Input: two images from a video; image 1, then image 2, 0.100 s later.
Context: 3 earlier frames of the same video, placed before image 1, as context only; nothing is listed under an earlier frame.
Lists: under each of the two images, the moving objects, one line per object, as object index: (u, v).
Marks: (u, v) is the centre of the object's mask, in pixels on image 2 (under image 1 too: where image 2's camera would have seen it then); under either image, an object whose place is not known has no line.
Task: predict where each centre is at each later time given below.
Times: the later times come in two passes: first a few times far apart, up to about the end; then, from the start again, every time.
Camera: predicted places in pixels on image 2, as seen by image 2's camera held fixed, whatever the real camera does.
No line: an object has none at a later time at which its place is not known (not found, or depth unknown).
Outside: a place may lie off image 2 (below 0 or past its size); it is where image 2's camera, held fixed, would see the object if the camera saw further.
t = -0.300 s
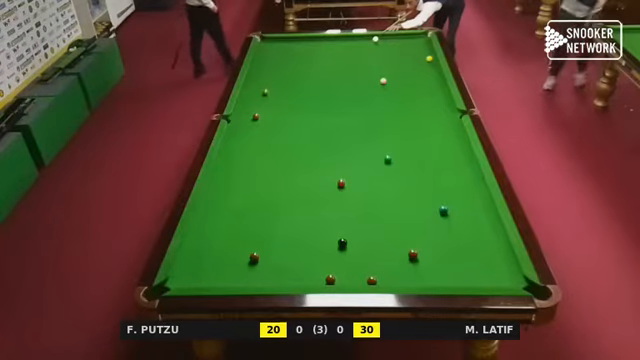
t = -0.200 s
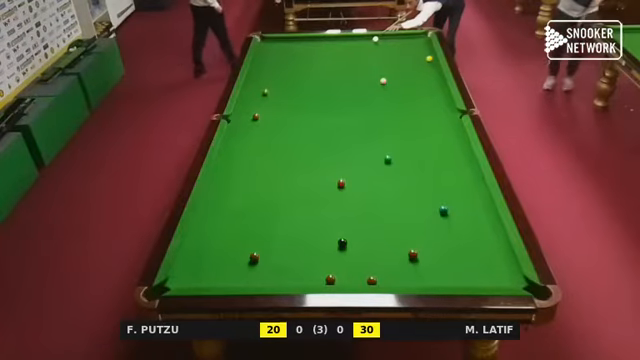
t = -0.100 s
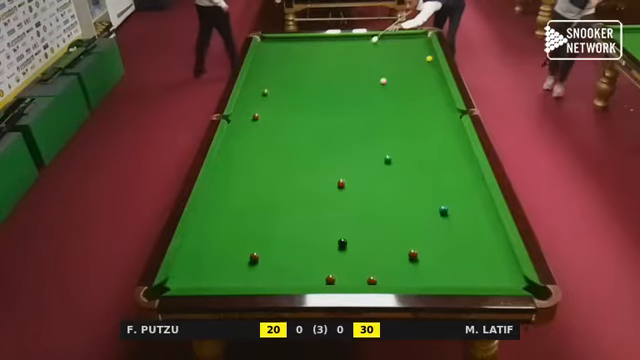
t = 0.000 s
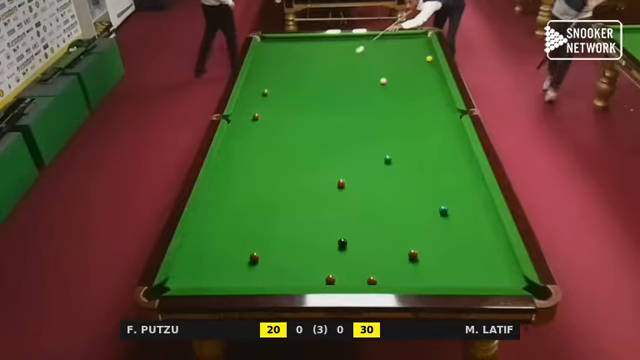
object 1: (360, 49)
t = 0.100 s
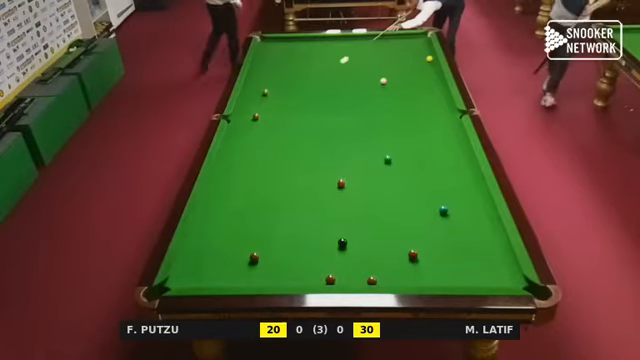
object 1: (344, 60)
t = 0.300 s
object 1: (308, 84)
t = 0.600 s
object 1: (263, 125)
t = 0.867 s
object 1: (251, 167)
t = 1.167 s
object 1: (229, 230)
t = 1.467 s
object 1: (221, 256)
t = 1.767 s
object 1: (240, 205)
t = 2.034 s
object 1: (253, 170)
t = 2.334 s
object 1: (265, 138)
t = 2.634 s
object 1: (274, 112)
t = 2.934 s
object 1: (282, 91)
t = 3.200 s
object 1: (288, 74)
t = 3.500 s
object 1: (294, 58)
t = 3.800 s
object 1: (299, 44)
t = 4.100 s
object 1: (302, 41)
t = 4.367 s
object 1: (302, 49)
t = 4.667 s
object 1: (302, 58)
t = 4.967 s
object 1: (302, 67)
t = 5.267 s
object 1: (302, 76)
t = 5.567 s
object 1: (302, 86)
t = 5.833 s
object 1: (302, 94)
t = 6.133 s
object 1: (302, 104)
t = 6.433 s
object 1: (302, 115)
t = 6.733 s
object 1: (302, 124)
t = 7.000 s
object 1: (302, 134)
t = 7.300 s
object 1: (302, 144)
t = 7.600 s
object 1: (302, 154)
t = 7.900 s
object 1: (302, 164)
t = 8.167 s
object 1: (303, 173)
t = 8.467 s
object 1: (303, 182)
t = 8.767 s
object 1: (303, 190)
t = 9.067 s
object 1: (304, 198)
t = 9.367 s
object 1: (304, 206)
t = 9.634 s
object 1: (304, 212)
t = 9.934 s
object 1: (305, 218)
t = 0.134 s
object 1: (339, 63)
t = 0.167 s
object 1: (333, 67)
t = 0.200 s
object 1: (327, 71)
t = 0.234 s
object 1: (321, 75)
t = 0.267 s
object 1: (315, 80)
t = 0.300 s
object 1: (308, 84)
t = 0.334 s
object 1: (302, 88)
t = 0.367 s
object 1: (296, 92)
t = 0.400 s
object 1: (289, 97)
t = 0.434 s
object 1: (282, 102)
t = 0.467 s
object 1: (275, 106)
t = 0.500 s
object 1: (267, 112)
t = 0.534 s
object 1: (263, 116)
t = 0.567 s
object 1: (263, 121)
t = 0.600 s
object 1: (263, 125)
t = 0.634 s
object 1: (262, 130)
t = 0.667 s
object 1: (261, 135)
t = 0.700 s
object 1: (260, 139)
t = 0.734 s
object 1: (258, 145)
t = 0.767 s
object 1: (257, 150)
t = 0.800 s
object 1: (255, 156)
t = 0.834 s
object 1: (253, 161)
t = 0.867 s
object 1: (251, 167)
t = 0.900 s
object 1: (249, 173)
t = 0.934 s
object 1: (246, 179)
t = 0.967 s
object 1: (244, 186)
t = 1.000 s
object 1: (242, 192)
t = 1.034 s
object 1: (239, 199)
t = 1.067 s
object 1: (237, 206)
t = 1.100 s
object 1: (234, 214)
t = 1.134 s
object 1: (232, 222)
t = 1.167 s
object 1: (229, 230)
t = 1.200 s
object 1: (226, 238)
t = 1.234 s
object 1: (223, 247)
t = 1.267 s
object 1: (220, 256)
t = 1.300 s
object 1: (217, 265)
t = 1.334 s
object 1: (214, 275)
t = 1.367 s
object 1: (212, 280)
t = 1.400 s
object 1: (215, 272)
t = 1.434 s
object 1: (218, 264)
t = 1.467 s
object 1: (221, 256)
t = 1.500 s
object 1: (224, 249)
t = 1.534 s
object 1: (226, 242)
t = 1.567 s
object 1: (228, 236)
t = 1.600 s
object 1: (231, 231)
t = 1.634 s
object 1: (233, 225)
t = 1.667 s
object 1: (235, 220)
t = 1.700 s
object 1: (236, 215)
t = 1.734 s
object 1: (238, 209)
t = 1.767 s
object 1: (240, 205)
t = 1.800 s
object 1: (242, 200)
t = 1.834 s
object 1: (243, 196)
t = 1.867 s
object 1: (245, 191)
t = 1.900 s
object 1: (247, 187)
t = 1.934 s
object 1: (248, 182)
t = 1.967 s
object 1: (250, 178)
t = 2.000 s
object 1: (251, 174)
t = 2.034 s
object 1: (253, 170)
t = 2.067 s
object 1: (254, 166)
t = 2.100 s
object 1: (256, 163)
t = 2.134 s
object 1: (257, 159)
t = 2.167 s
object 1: (259, 155)
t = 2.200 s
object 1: (260, 152)
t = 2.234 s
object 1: (261, 148)
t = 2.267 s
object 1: (262, 145)
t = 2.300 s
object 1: (263, 142)
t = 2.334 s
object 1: (265, 138)
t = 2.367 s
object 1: (266, 135)
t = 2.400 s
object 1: (267, 132)
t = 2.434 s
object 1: (268, 129)
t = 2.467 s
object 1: (269, 126)
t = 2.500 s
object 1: (270, 123)
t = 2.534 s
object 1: (271, 120)
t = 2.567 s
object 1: (272, 118)
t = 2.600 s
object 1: (273, 115)
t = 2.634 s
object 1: (274, 112)
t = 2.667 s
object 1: (275, 110)
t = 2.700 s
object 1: (276, 107)
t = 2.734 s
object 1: (277, 105)
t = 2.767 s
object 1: (278, 102)
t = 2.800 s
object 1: (279, 100)
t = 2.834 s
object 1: (280, 97)
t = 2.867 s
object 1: (281, 95)
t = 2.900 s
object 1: (281, 93)
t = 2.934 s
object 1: (282, 91)
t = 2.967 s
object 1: (283, 88)
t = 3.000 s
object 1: (284, 86)
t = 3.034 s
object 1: (285, 84)
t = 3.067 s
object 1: (285, 82)
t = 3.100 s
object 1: (286, 80)
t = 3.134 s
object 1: (287, 78)
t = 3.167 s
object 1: (287, 76)
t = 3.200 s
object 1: (288, 74)
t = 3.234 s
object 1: (289, 72)
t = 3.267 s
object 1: (289, 70)
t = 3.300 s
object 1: (290, 68)
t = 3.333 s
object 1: (291, 66)
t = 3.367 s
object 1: (292, 65)
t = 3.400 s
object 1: (292, 63)
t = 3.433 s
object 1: (293, 62)
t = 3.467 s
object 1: (294, 60)
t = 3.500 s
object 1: (294, 58)
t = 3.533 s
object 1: (295, 56)
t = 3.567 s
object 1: (295, 55)
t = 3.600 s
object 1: (296, 53)
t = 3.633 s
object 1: (296, 52)
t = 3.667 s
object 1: (297, 50)
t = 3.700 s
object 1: (297, 49)
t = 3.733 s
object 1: (298, 47)
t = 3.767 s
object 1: (298, 46)
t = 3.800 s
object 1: (299, 44)
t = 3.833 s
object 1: (299, 43)
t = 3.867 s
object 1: (300, 42)
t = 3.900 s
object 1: (301, 40)
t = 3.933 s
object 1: (301, 39)
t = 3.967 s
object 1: (301, 38)
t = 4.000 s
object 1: (301, 38)
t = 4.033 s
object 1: (302, 39)
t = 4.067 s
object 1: (301, 40)
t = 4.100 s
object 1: (302, 41)
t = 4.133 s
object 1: (301, 42)
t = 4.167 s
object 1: (301, 43)
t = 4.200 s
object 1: (302, 44)
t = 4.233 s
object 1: (302, 45)
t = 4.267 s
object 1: (302, 46)
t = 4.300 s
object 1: (301, 47)
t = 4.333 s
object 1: (302, 48)
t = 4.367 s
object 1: (302, 49)
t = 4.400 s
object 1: (302, 50)
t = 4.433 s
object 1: (302, 51)
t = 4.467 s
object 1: (302, 52)
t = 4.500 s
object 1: (302, 53)
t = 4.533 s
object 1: (302, 53)
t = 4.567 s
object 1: (302, 54)
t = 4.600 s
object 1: (302, 56)
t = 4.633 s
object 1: (302, 57)
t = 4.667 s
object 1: (302, 58)
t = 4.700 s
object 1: (302, 59)
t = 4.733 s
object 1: (302, 60)
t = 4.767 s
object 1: (302, 61)
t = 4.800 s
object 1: (302, 62)
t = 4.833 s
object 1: (302, 63)
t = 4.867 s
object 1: (302, 64)
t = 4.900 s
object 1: (302, 65)
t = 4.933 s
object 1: (302, 66)
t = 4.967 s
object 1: (302, 67)
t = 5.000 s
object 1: (302, 68)
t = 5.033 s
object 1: (302, 69)
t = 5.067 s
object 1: (302, 70)
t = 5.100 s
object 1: (302, 71)
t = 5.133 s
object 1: (302, 72)
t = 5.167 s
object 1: (302, 73)
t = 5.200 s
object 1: (302, 74)
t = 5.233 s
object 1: (302, 75)
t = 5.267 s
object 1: (302, 76)
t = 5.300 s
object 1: (302, 77)
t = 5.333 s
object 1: (302, 78)
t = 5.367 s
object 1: (302, 80)
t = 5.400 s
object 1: (302, 81)
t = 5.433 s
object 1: (302, 81)
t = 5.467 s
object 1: (302, 83)
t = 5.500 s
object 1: (302, 84)
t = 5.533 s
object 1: (302, 85)
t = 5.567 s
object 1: (302, 86)
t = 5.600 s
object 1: (302, 87)
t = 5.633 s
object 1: (302, 88)
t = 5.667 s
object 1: (302, 89)
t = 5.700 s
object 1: (302, 90)
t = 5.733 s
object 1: (302, 91)
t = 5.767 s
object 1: (302, 92)
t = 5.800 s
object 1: (302, 93)
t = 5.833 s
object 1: (302, 94)
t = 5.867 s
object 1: (302, 95)
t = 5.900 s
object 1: (302, 97)
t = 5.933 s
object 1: (302, 98)
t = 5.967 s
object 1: (302, 99)
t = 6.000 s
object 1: (302, 100)
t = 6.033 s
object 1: (302, 101)
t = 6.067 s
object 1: (302, 102)
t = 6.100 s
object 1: (302, 103)
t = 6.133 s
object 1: (302, 104)
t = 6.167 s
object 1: (302, 105)
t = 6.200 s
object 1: (302, 106)
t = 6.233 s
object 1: (302, 108)
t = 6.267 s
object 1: (302, 109)
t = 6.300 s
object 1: (302, 110)
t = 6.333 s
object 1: (302, 111)
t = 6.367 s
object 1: (302, 112)
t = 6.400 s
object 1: (302, 113)
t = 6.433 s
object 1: (302, 115)
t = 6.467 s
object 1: (302, 116)
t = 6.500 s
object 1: (302, 117)
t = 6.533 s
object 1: (302, 118)
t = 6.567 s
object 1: (302, 119)
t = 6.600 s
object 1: (302, 120)
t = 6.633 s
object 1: (302, 121)
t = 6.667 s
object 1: (302, 122)
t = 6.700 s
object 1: (302, 123)
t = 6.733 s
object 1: (302, 124)
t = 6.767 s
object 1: (302, 126)
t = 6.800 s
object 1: (302, 127)
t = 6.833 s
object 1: (302, 128)
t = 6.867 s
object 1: (302, 129)
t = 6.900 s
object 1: (302, 130)
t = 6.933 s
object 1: (302, 131)
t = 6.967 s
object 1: (302, 132)
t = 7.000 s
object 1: (302, 134)
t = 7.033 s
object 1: (302, 135)
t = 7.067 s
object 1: (302, 136)
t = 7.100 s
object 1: (302, 137)
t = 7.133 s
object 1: (302, 138)
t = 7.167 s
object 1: (302, 140)
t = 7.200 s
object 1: (302, 141)
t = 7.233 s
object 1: (302, 142)
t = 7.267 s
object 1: (302, 143)
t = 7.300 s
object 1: (302, 144)
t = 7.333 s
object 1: (302, 145)
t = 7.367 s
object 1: (302, 146)
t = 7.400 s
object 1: (302, 147)
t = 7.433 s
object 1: (302, 148)
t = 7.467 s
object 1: (302, 150)
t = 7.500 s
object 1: (302, 151)
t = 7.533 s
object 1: (303, 152)
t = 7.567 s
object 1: (302, 153)
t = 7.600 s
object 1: (302, 154)
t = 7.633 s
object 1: (302, 155)
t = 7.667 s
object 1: (302, 156)
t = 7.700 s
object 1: (302, 157)
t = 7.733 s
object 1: (302, 158)
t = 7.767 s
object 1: (302, 159)
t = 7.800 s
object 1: (302, 161)
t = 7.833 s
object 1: (302, 162)
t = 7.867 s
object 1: (302, 163)
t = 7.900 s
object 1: (302, 164)
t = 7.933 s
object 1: (302, 165)
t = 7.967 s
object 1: (302, 166)
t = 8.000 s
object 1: (303, 167)
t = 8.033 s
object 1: (303, 168)
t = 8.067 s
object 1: (303, 169)
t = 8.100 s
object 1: (303, 170)
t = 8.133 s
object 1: (303, 171)
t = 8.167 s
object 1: (303, 173)
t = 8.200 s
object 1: (303, 173)
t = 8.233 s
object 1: (303, 175)
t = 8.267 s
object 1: (303, 176)
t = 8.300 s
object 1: (303, 177)
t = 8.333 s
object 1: (303, 178)
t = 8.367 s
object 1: (303, 179)
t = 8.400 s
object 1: (303, 180)
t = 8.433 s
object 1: (303, 181)
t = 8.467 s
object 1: (303, 182)
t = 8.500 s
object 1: (303, 183)
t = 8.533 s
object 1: (303, 184)
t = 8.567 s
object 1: (303, 184)
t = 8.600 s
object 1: (303, 186)
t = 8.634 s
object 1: (303, 187)
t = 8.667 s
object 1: (303, 187)
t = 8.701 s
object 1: (303, 188)
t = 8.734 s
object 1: (303, 190)
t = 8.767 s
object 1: (303, 190)
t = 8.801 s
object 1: (303, 191)
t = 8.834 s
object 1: (303, 192)
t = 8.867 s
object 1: (304, 193)
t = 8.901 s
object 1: (304, 194)
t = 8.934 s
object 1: (304, 195)
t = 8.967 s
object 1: (304, 196)
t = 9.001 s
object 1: (304, 197)
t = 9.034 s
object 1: (304, 197)
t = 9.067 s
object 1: (304, 198)
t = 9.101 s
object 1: (304, 199)
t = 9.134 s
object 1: (304, 200)
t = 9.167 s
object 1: (304, 201)
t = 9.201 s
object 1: (304, 202)
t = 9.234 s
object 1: (304, 203)
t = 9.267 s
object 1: (304, 203)
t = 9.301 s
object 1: (304, 204)
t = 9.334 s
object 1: (304, 205)
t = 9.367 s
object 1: (304, 206)
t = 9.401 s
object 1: (304, 207)
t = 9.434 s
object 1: (304, 208)
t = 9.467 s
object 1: (304, 208)
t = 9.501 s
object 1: (304, 209)
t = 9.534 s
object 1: (304, 210)
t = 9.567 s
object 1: (304, 210)
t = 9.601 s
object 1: (304, 211)
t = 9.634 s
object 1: (304, 212)
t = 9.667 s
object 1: (304, 212)
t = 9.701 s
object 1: (304, 213)
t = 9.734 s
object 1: (305, 214)
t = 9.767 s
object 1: (304, 215)
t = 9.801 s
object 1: (304, 215)
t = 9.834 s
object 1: (305, 216)
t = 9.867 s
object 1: (305, 217)
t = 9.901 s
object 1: (305, 218)
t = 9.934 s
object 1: (305, 218)
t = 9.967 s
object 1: (305, 219)
